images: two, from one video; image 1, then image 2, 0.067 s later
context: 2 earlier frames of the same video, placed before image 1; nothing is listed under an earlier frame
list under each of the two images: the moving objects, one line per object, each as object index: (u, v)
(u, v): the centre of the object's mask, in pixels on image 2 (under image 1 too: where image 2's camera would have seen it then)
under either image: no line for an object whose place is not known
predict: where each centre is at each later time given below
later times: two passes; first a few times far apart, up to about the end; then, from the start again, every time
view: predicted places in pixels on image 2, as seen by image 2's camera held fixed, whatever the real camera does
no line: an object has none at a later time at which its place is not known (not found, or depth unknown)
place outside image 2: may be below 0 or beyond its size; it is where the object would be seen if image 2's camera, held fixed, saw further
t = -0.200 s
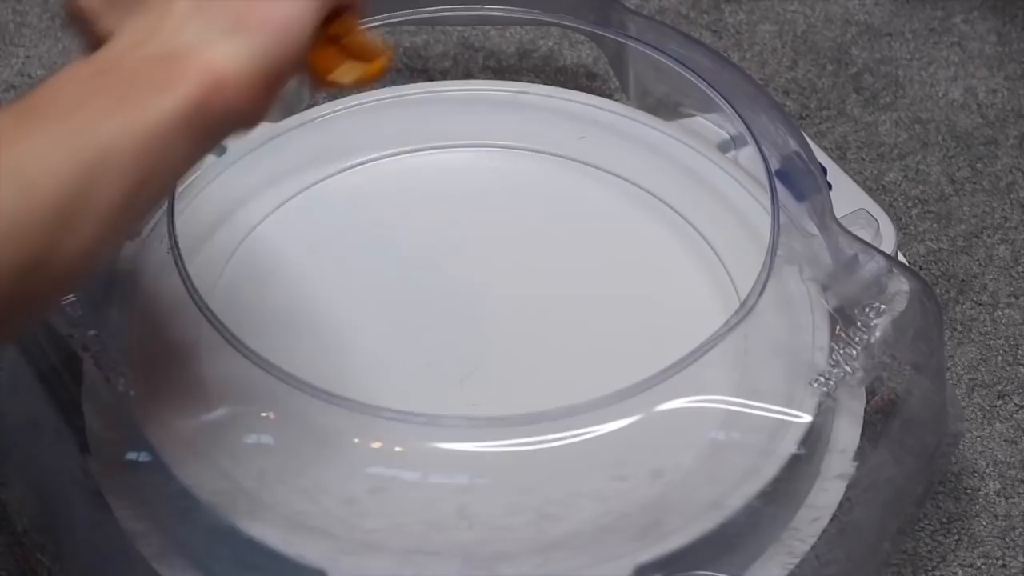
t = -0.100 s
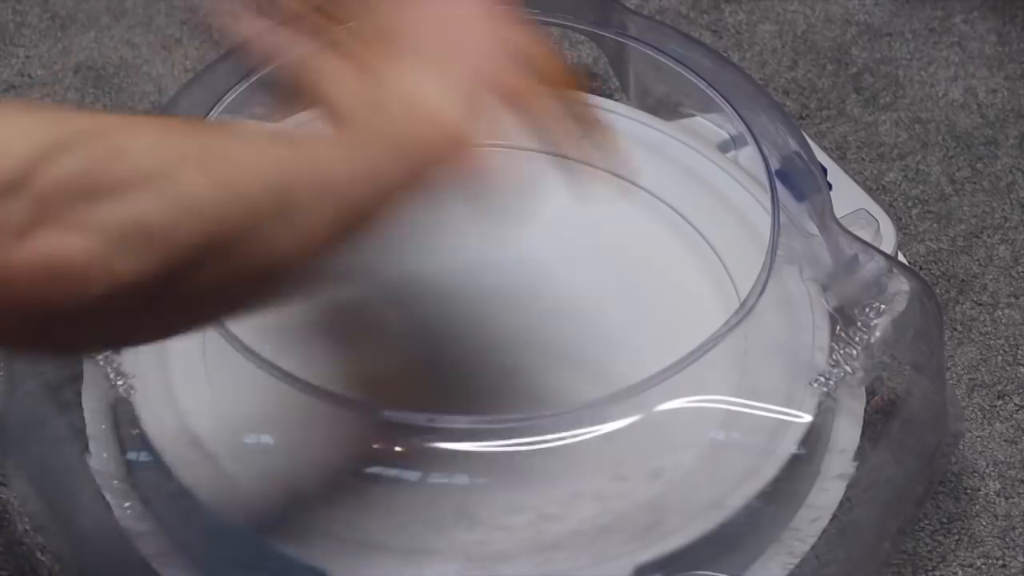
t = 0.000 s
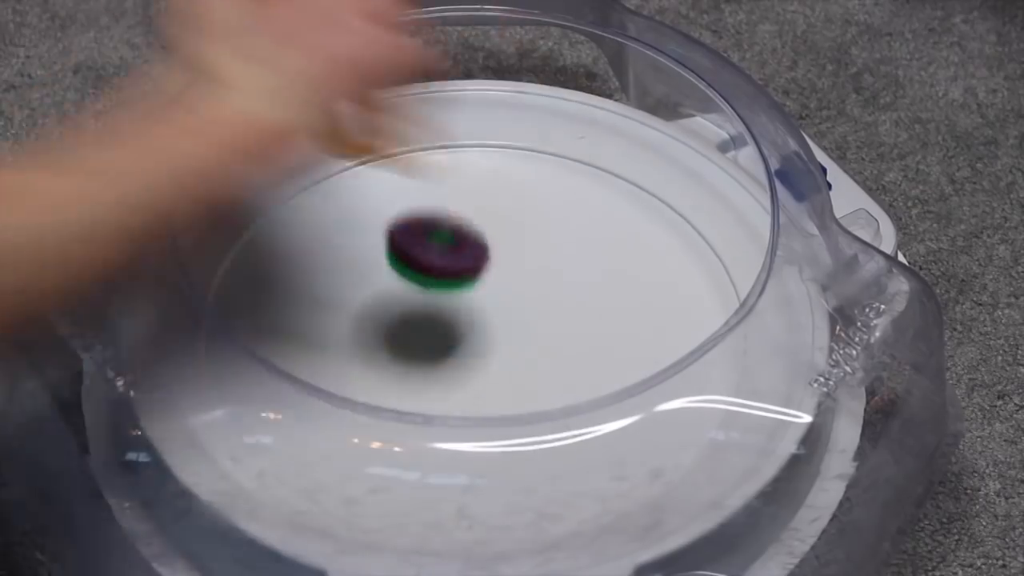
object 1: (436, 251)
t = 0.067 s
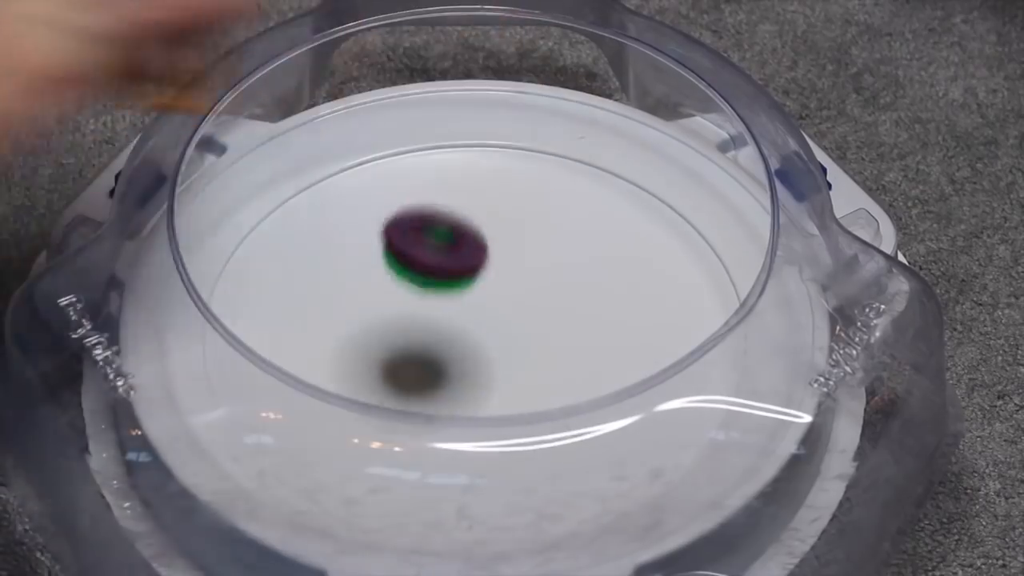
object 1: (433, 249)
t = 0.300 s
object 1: (455, 372)
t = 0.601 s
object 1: (447, 251)
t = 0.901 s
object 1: (326, 194)
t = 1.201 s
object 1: (344, 342)
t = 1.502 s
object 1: (642, 297)
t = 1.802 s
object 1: (540, 178)
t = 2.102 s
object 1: (328, 310)
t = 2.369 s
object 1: (623, 447)
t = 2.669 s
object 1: (656, 200)
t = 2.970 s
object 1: (315, 252)
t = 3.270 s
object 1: (524, 504)
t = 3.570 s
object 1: (729, 248)
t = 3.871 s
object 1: (265, 228)
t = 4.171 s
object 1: (456, 501)
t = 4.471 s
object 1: (665, 309)
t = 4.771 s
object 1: (346, 188)
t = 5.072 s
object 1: (263, 421)
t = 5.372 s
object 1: (617, 417)
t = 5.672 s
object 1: (571, 189)
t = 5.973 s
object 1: (293, 265)
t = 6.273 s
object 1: (436, 453)
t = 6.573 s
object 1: (569, 326)
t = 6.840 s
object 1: (422, 243)
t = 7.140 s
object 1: (295, 335)
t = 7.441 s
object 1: (429, 450)
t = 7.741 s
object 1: (590, 357)
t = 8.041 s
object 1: (539, 250)
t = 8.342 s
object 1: (421, 258)
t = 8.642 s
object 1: (386, 352)
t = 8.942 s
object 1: (485, 408)
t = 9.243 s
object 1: (566, 359)
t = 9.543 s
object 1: (515, 294)
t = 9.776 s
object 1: (429, 291)
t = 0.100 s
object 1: (431, 274)
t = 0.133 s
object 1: (428, 343)
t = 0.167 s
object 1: (431, 374)
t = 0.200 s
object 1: (436, 365)
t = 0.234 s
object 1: (442, 366)
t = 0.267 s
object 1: (450, 377)
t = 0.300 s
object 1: (455, 372)
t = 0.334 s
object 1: (459, 371)
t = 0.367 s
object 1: (463, 365)
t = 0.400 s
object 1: (465, 355)
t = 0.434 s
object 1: (466, 340)
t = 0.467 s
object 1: (466, 323)
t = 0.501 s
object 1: (464, 306)
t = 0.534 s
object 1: (460, 288)
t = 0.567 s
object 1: (455, 269)
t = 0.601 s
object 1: (447, 251)
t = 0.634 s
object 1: (438, 234)
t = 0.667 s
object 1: (427, 218)
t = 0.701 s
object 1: (415, 205)
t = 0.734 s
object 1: (401, 194)
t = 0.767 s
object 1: (387, 187)
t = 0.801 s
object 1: (371, 183)
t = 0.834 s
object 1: (356, 183)
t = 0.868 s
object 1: (340, 186)
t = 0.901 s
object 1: (326, 194)
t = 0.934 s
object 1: (313, 205)
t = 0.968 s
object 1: (303, 218)
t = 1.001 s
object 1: (296, 233)
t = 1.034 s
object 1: (291, 252)
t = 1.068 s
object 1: (289, 271)
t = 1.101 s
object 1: (291, 290)
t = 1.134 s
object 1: (301, 310)
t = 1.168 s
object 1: (319, 328)
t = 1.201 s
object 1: (344, 342)
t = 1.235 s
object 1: (376, 354)
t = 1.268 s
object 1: (411, 362)
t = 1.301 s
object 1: (448, 365)
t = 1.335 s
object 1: (487, 365)
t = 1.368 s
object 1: (527, 358)
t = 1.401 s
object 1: (562, 346)
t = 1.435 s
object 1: (594, 333)
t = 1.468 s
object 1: (620, 316)
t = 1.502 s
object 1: (642, 297)
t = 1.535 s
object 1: (660, 275)
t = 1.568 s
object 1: (670, 254)
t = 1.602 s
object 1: (675, 232)
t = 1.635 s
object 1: (672, 212)
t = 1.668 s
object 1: (660, 197)
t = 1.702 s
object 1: (636, 190)
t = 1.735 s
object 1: (607, 184)
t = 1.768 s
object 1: (575, 180)
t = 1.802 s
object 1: (540, 178)
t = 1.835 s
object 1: (505, 177)
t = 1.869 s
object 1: (471, 180)
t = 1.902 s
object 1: (439, 184)
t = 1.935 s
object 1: (407, 192)
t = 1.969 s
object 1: (375, 207)
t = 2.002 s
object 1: (351, 226)
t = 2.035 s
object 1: (334, 252)
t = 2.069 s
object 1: (327, 279)
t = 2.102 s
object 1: (328, 310)
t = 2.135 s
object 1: (339, 341)
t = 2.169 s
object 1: (359, 376)
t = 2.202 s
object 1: (390, 404)
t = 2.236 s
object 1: (426, 427)
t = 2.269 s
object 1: (470, 443)
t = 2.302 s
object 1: (520, 453)
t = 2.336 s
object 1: (570, 455)
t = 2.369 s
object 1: (623, 447)
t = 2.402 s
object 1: (669, 435)
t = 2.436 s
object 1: (699, 404)
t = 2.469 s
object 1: (714, 380)
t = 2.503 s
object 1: (724, 348)
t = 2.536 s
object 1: (723, 315)
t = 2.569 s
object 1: (713, 280)
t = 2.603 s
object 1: (707, 250)
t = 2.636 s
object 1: (683, 222)
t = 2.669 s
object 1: (656, 200)
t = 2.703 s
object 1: (623, 180)
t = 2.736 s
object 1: (587, 163)
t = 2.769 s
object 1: (545, 154)
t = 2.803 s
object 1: (504, 151)
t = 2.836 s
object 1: (462, 157)
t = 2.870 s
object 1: (421, 171)
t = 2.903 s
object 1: (381, 192)
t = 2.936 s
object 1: (345, 219)
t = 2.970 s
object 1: (315, 252)
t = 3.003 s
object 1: (292, 289)
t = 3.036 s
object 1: (284, 323)
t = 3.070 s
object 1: (280, 369)
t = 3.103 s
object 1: (289, 412)
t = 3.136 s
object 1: (315, 447)
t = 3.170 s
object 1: (355, 474)
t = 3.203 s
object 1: (406, 494)
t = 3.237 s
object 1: (464, 506)
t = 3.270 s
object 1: (524, 504)
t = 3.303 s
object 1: (588, 491)
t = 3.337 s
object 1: (644, 464)
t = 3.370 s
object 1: (693, 433)
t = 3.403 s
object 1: (734, 399)
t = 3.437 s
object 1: (765, 364)
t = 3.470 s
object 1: (785, 331)
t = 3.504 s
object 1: (786, 295)
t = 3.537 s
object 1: (764, 269)
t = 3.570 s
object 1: (729, 248)
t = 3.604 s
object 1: (695, 227)
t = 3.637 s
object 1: (654, 210)
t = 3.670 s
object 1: (603, 194)
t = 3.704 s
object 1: (548, 187)
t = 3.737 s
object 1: (491, 182)
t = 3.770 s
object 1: (431, 184)
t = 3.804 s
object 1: (373, 192)
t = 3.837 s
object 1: (315, 207)
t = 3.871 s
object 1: (265, 228)
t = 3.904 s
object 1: (230, 257)
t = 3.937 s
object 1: (217, 302)
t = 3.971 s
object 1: (217, 352)
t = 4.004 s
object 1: (236, 391)
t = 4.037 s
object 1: (266, 429)
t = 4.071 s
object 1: (309, 458)
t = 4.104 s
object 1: (356, 481)
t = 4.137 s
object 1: (410, 494)
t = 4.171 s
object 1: (456, 501)
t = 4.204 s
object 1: (506, 501)
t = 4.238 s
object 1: (549, 493)
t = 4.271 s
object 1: (588, 472)
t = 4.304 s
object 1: (623, 454)
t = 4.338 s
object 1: (647, 428)
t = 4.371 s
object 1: (664, 399)
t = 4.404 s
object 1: (673, 371)
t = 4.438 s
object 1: (669, 332)
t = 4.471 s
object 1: (665, 309)
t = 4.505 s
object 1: (648, 280)
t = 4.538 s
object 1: (624, 254)
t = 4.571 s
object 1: (593, 231)
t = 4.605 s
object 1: (557, 213)
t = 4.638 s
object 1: (518, 198)
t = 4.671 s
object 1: (476, 187)
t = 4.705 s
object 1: (432, 182)
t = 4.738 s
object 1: (389, 182)
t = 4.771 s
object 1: (346, 188)
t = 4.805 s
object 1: (307, 200)
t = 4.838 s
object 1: (274, 216)
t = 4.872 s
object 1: (247, 236)
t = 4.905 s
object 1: (233, 263)
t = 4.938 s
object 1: (224, 295)
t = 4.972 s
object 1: (217, 332)
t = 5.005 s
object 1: (227, 362)
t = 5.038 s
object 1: (236, 396)
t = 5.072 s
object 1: (263, 421)
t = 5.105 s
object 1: (295, 442)
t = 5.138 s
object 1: (334, 459)
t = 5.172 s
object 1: (377, 471)
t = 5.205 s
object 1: (421, 480)
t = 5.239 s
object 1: (466, 482)
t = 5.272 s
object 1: (512, 476)
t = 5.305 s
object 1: (552, 463)
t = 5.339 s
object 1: (588, 441)
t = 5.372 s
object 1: (617, 417)
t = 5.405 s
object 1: (640, 392)
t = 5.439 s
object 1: (654, 360)
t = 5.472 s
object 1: (661, 325)
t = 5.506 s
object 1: (661, 298)
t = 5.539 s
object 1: (654, 269)
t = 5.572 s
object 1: (643, 246)
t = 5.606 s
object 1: (625, 224)
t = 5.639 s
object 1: (600, 204)
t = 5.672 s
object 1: (571, 189)
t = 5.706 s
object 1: (537, 179)
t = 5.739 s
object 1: (501, 173)
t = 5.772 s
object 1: (464, 170)
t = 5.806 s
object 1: (428, 173)
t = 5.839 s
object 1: (393, 182)
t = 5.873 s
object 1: (360, 196)
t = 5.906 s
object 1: (332, 215)
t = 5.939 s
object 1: (310, 237)
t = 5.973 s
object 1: (293, 265)
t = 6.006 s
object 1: (285, 293)
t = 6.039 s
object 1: (287, 318)
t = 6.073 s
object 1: (291, 345)
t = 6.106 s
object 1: (304, 371)
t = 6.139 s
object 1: (321, 394)
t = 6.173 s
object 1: (344, 415)
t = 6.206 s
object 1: (373, 436)
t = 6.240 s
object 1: (406, 448)
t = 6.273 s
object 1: (436, 453)
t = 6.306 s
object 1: (469, 451)
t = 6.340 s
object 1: (497, 442)
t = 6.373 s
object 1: (521, 431)
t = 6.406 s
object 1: (542, 418)
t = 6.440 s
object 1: (557, 402)
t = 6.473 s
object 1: (566, 383)
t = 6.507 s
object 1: (570, 361)
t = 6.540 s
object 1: (573, 345)
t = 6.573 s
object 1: (569, 326)
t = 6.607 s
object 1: (560, 308)
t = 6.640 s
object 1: (548, 292)
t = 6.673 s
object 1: (534, 276)
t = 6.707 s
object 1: (515, 264)
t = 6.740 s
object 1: (490, 253)
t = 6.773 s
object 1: (465, 247)
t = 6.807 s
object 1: (442, 243)
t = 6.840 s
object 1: (422, 243)
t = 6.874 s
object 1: (400, 246)
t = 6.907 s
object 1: (377, 253)
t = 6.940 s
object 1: (357, 260)
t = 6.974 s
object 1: (340, 270)
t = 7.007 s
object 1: (323, 281)
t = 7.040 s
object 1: (310, 295)
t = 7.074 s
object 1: (302, 308)
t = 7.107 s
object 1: (297, 322)
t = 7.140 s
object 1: (295, 335)
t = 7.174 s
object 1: (295, 358)
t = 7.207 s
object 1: (300, 374)
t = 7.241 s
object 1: (309, 393)
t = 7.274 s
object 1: (324, 408)
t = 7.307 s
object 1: (341, 420)
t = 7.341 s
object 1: (361, 433)
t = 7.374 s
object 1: (383, 442)
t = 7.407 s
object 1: (405, 448)
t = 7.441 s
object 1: (429, 450)
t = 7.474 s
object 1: (456, 449)
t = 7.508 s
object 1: (479, 444)
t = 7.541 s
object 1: (502, 439)
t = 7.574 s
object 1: (522, 431)
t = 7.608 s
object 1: (543, 420)
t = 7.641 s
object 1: (560, 408)
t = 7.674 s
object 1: (574, 393)
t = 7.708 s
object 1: (584, 378)
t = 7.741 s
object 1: (590, 357)
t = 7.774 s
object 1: (595, 345)
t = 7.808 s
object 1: (596, 326)
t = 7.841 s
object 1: (592, 309)
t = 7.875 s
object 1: (586, 292)
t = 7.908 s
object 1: (578, 277)
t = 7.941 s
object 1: (567, 264)
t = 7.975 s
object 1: (560, 258)
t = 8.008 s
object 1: (550, 254)
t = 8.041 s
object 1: (539, 250)
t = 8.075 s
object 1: (527, 246)
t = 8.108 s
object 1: (514, 243)
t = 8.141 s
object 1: (500, 242)
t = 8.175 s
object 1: (486, 241)
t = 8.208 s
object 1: (472, 242)
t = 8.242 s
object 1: (457, 245)
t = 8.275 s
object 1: (445, 248)
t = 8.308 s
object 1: (432, 252)
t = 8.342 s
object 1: (421, 258)
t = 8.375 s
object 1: (410, 266)
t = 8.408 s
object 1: (400, 276)
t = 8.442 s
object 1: (392, 285)
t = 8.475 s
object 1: (386, 296)
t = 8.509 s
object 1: (381, 306)
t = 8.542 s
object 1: (379, 318)
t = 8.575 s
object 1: (379, 330)
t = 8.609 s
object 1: (381, 341)
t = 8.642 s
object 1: (386, 352)
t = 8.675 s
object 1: (392, 360)
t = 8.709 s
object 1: (401, 366)
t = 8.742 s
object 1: (411, 372)
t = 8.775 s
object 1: (420, 388)
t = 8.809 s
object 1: (432, 395)
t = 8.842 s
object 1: (445, 401)
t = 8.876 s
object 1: (459, 403)
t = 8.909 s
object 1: (471, 405)
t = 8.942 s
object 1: (485, 408)
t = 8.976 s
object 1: (498, 407)
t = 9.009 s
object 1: (511, 406)
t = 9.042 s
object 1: (522, 402)
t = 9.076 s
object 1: (534, 397)
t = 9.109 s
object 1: (544, 392)
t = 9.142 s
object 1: (552, 385)
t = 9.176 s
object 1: (558, 378)
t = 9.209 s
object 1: (563, 364)
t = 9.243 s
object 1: (566, 359)
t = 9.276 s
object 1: (568, 352)
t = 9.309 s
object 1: (567, 343)
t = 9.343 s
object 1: (564, 335)
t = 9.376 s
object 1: (559, 326)
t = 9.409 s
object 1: (553, 318)
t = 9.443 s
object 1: (545, 311)
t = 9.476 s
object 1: (536, 305)
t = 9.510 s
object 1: (526, 299)
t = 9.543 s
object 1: (515, 294)
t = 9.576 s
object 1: (503, 291)
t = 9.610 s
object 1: (490, 288)
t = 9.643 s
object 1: (477, 287)
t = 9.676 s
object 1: (464, 287)
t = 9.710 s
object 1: (452, 287)
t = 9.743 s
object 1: (440, 288)
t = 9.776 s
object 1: (429, 291)
